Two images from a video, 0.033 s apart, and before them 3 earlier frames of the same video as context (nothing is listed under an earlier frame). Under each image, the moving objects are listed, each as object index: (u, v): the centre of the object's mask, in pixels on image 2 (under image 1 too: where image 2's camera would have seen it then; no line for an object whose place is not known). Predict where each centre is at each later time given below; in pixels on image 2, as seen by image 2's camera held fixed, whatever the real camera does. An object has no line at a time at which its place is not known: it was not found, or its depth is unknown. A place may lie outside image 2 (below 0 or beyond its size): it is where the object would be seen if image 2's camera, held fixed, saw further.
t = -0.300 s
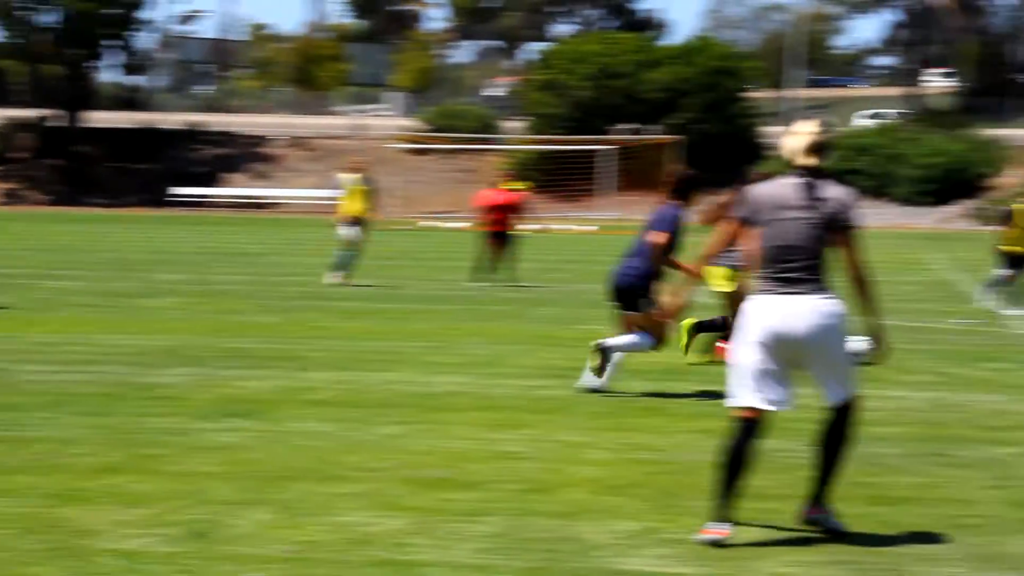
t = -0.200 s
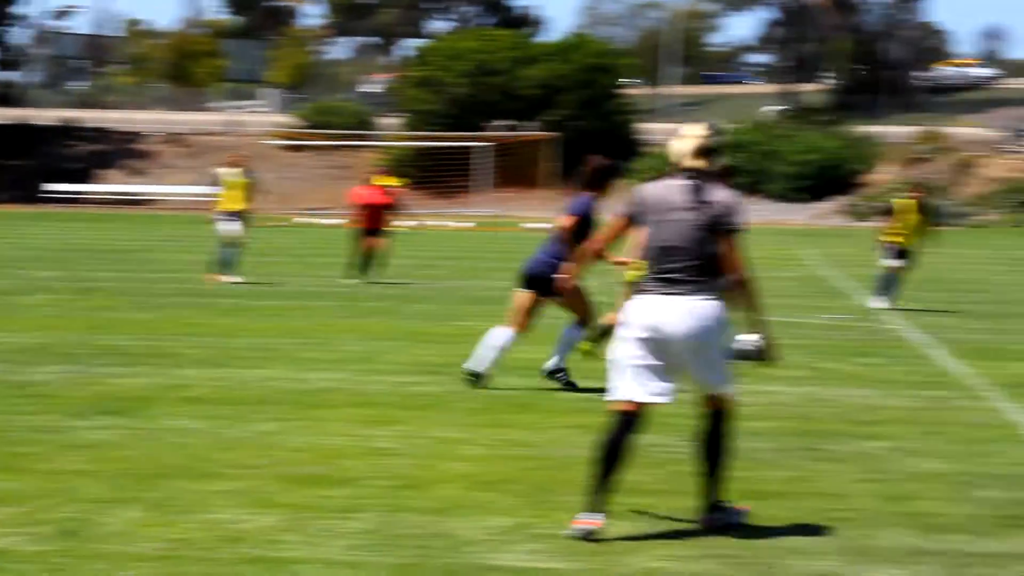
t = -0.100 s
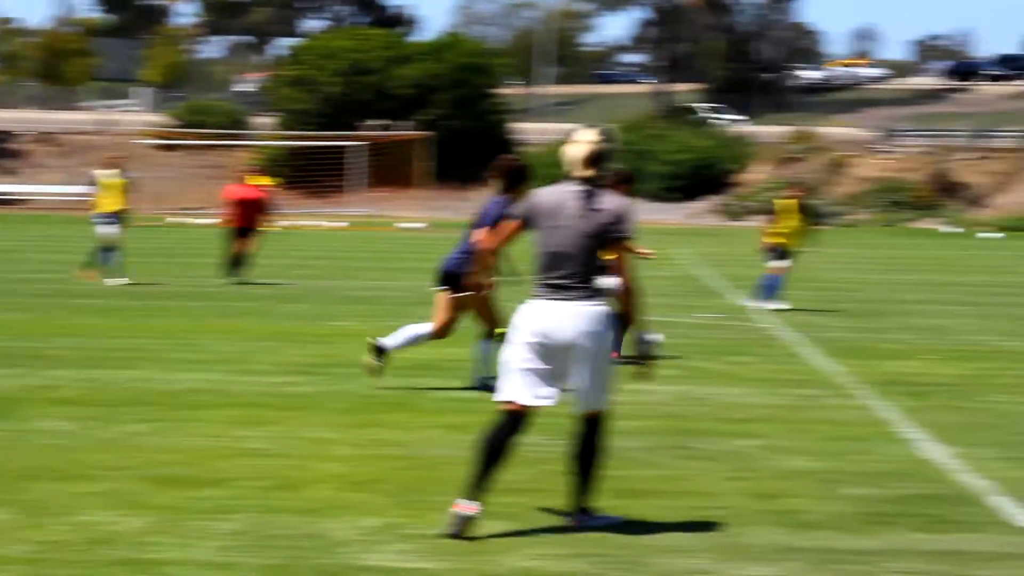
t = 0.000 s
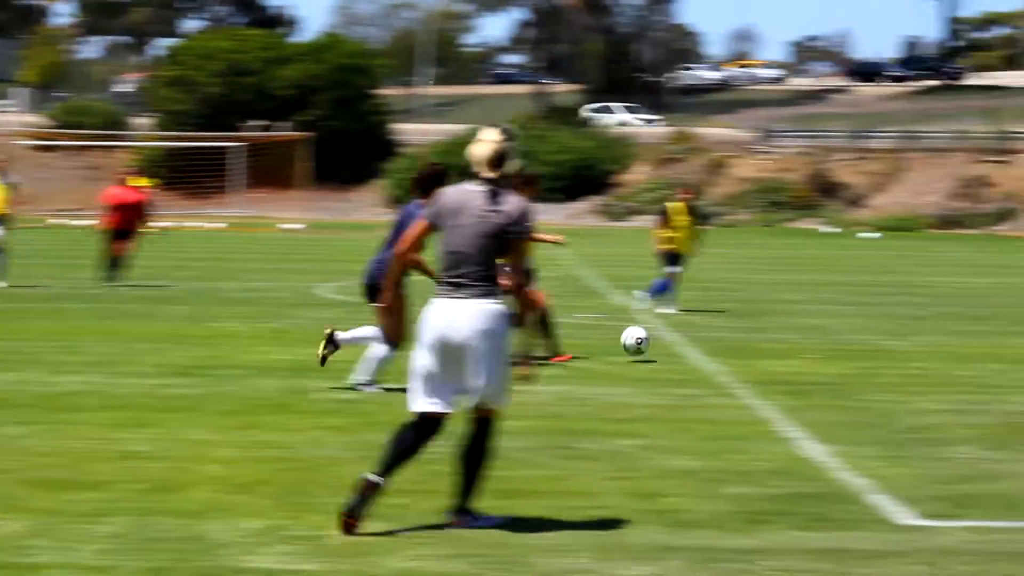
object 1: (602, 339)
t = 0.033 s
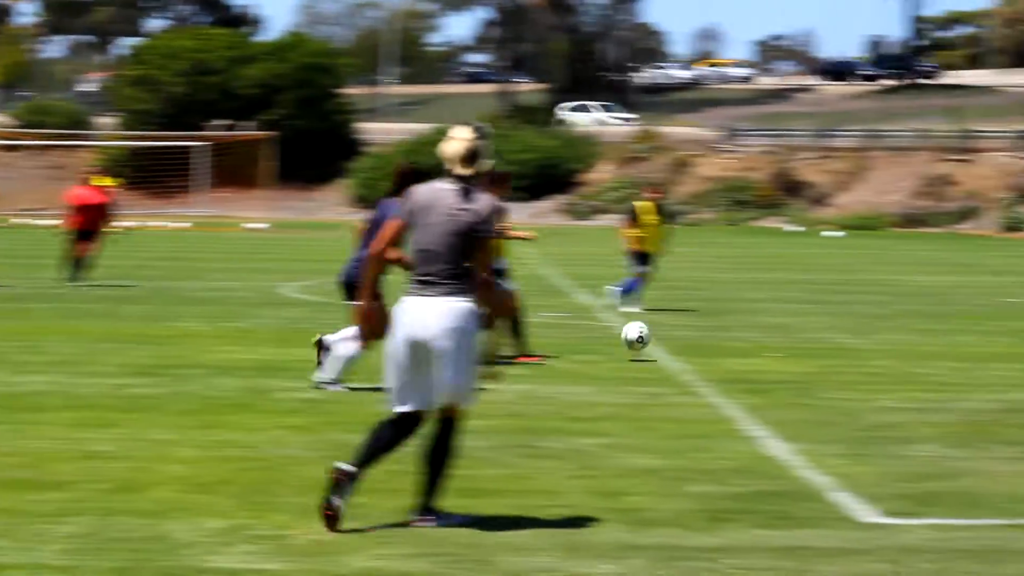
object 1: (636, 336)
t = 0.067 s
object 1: (671, 334)
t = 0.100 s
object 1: (707, 334)
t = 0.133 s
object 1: (742, 335)
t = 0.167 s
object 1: (778, 338)
